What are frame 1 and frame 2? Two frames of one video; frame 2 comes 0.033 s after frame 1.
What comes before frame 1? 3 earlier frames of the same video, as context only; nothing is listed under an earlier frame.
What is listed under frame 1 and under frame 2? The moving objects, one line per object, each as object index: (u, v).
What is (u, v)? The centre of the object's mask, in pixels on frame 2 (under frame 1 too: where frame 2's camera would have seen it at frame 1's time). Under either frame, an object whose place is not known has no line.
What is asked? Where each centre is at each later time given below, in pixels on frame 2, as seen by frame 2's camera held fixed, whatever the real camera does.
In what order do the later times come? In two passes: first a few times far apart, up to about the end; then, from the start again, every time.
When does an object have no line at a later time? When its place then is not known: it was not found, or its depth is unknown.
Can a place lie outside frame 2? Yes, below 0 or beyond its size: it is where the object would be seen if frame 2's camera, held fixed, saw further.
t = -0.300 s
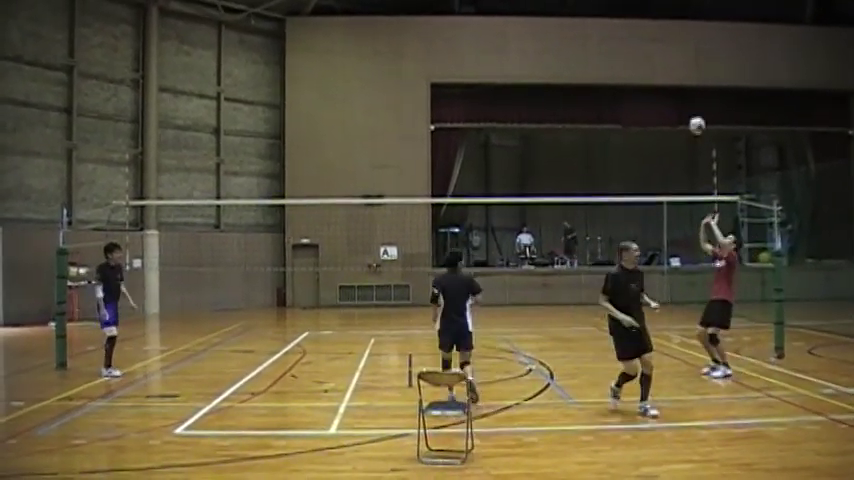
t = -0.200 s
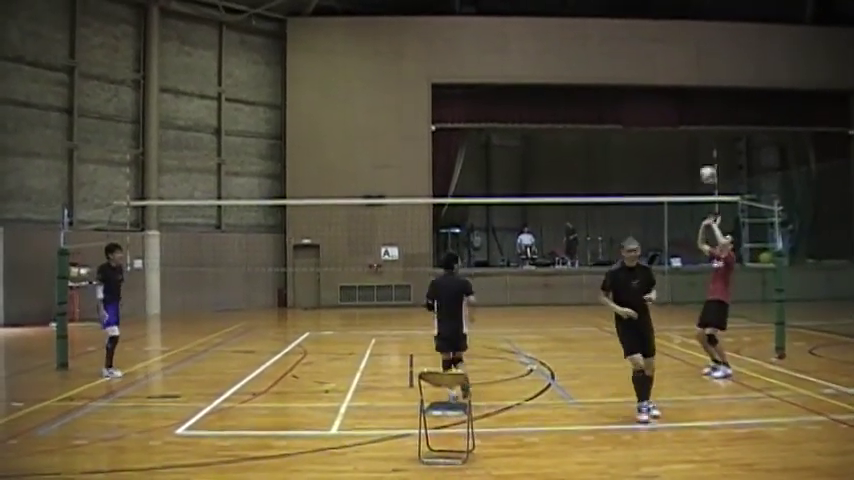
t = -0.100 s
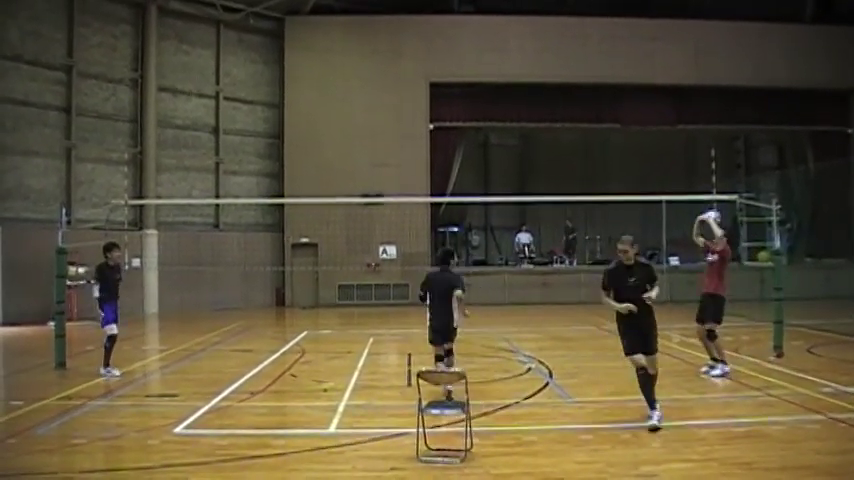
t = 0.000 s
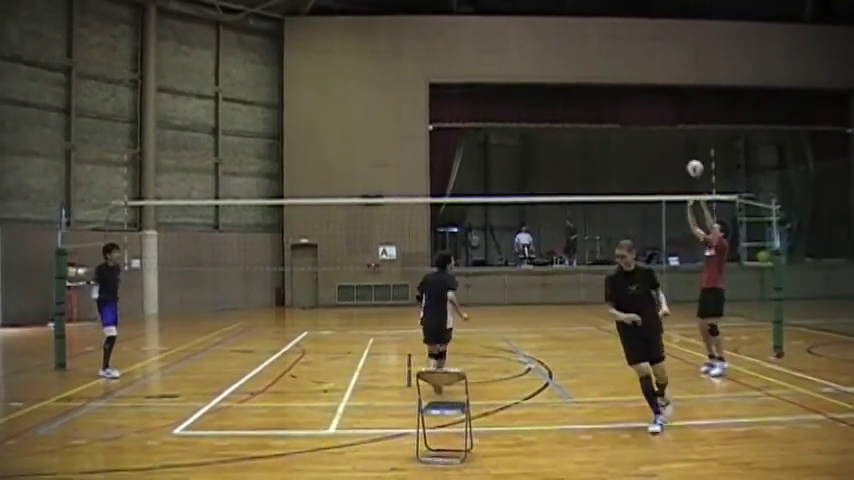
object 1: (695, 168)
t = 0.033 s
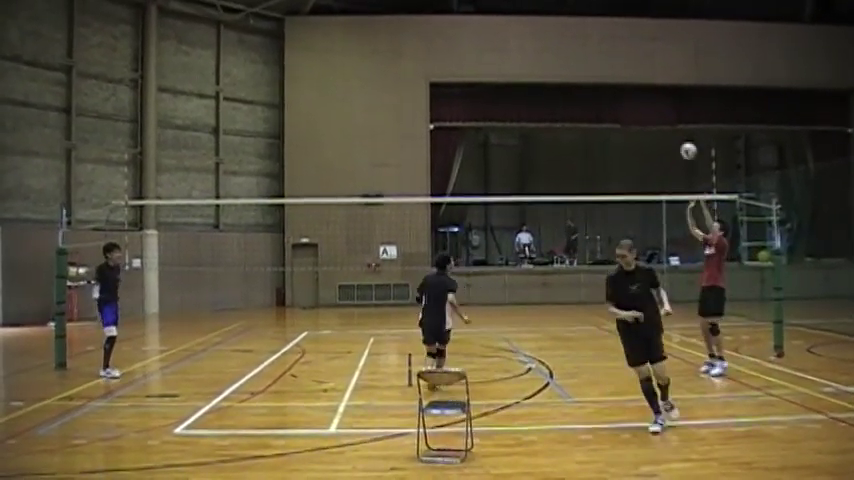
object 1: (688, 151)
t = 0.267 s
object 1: (638, 57)
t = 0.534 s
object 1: (585, 3)
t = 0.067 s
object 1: (681, 135)
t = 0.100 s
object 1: (673, 120)
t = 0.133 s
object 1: (666, 106)
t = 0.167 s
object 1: (660, 92)
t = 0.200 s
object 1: (653, 80)
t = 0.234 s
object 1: (645, 68)
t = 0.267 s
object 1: (638, 57)
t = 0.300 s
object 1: (632, 47)
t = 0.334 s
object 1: (625, 37)
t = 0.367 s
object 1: (618, 30)
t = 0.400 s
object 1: (611, 23)
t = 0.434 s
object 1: (605, 16)
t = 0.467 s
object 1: (599, 11)
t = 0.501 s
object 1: (592, 7)
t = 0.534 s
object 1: (585, 3)
